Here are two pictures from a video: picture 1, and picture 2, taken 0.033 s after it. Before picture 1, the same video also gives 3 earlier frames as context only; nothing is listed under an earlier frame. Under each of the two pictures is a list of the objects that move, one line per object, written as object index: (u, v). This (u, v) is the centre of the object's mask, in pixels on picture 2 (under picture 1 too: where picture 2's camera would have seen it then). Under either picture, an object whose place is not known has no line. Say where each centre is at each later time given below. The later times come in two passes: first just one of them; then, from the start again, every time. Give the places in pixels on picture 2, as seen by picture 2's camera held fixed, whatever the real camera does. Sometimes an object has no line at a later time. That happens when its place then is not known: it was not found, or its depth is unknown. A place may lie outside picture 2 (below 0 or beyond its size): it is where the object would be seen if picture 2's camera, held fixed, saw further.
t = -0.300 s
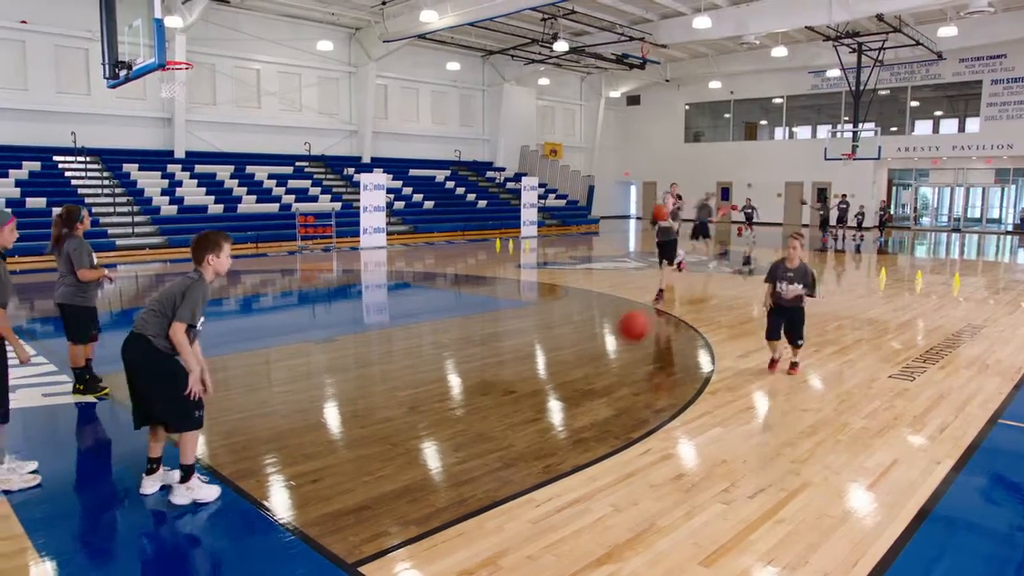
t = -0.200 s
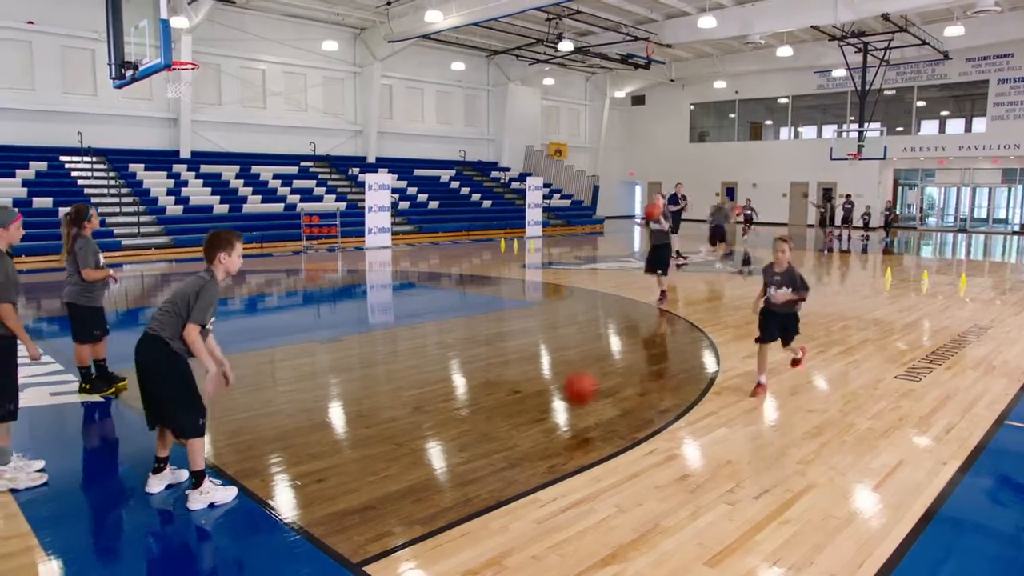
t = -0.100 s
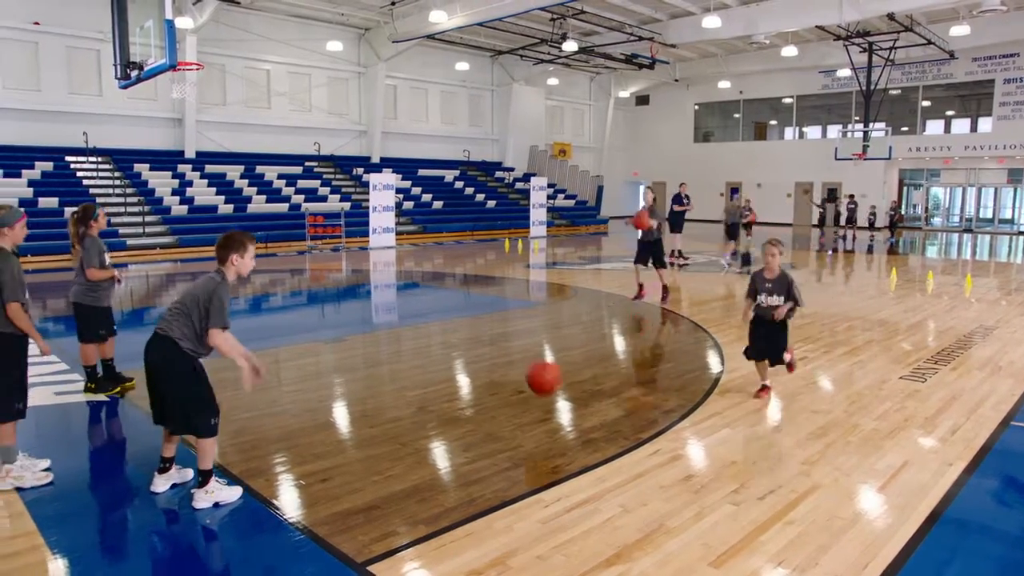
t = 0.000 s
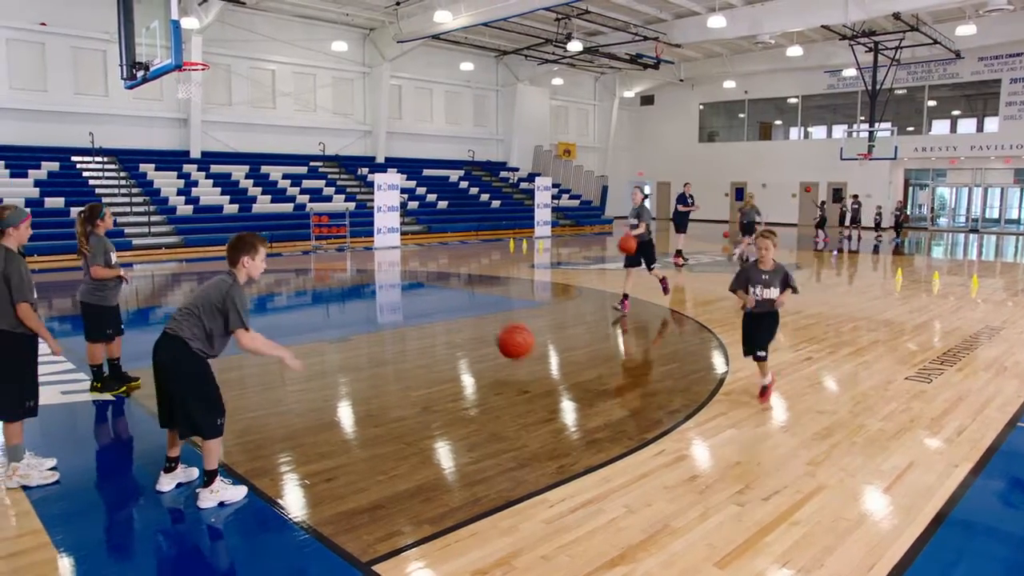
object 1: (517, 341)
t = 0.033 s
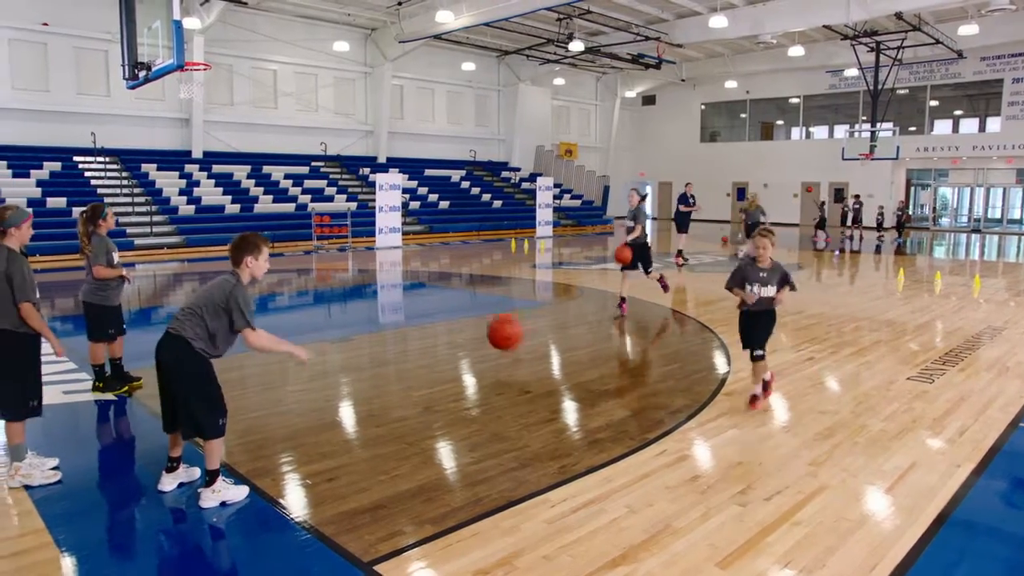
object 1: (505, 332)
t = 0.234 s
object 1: (428, 308)
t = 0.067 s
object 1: (493, 324)
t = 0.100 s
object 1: (481, 317)
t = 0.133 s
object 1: (469, 313)
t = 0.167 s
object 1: (455, 309)
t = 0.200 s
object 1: (442, 308)
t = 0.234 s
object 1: (428, 308)
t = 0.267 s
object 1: (414, 310)
